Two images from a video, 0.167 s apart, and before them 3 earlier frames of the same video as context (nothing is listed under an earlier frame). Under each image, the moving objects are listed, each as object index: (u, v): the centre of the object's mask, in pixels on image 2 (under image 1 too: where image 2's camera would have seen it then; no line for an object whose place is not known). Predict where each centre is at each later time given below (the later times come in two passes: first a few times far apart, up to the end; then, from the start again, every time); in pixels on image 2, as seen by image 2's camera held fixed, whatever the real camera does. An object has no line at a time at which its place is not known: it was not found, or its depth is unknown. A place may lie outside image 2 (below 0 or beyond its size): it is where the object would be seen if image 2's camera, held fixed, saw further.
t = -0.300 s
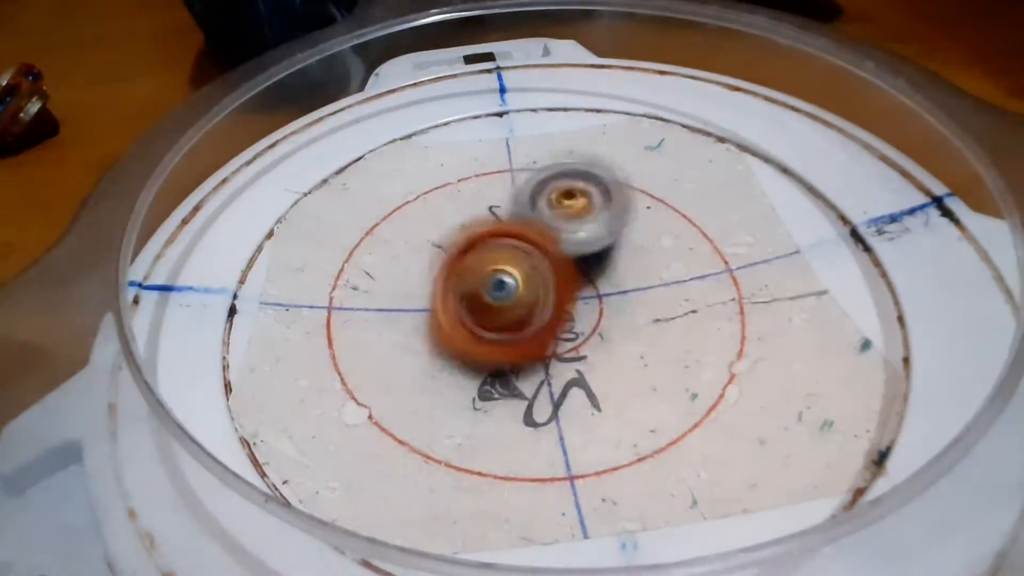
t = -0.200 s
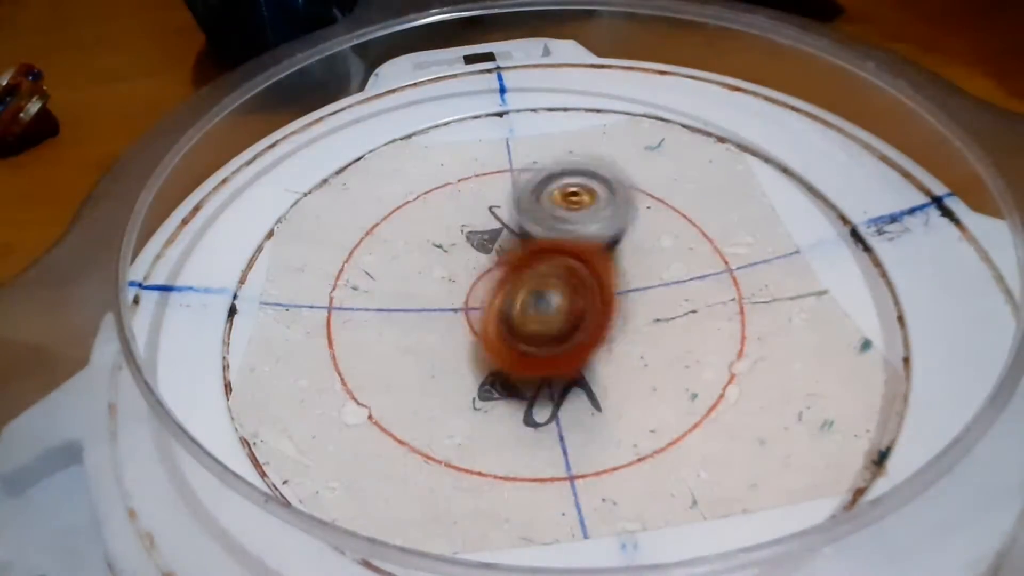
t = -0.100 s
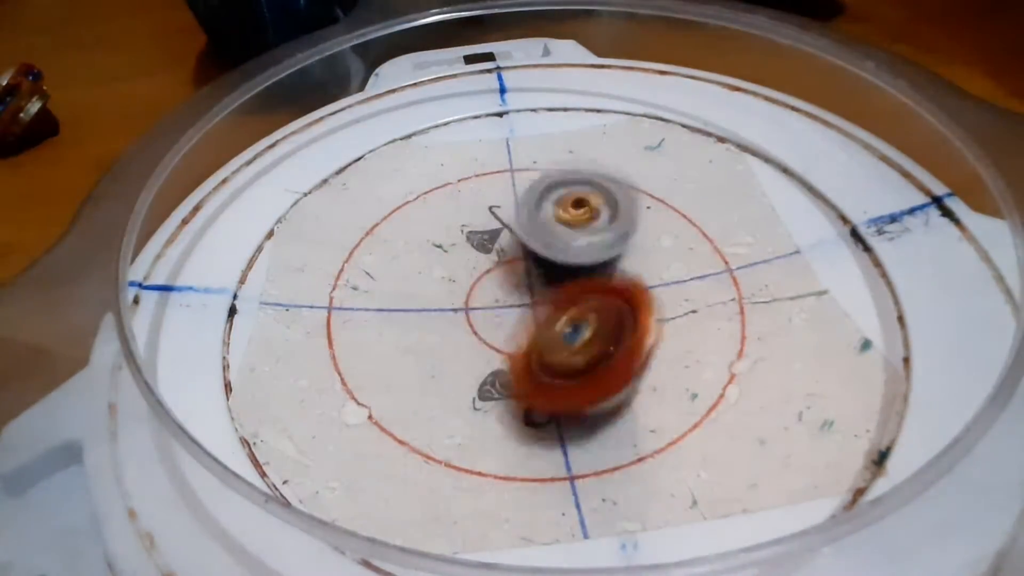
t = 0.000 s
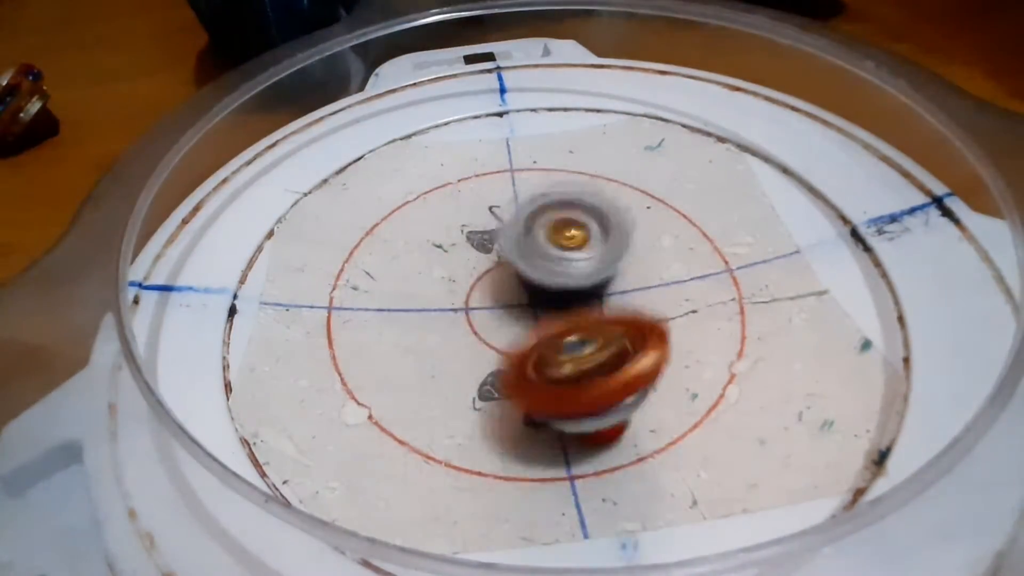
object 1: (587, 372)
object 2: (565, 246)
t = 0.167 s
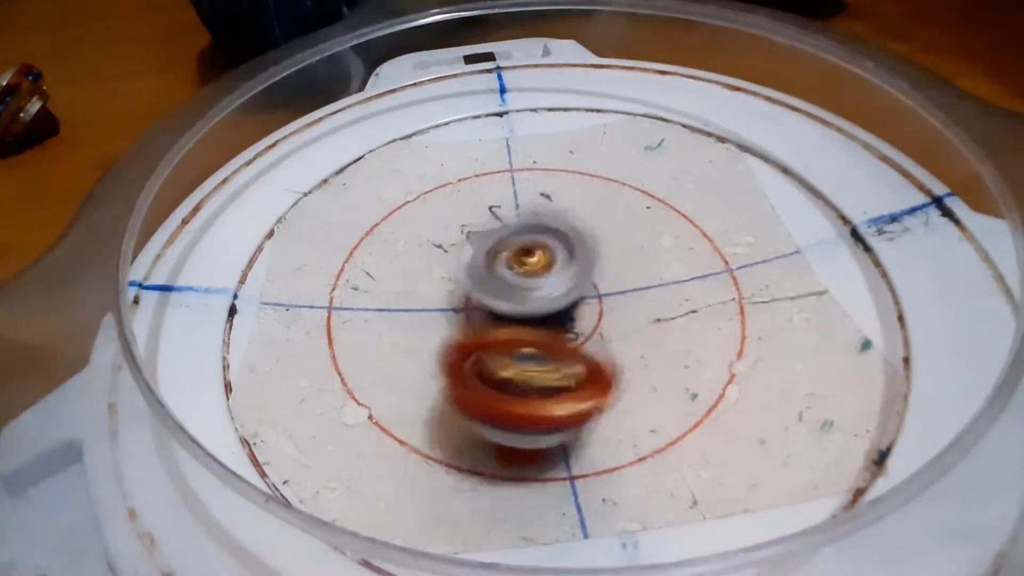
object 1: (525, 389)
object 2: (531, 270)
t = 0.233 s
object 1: (512, 384)
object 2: (518, 256)
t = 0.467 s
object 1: (517, 323)
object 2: (490, 210)
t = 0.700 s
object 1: (613, 301)
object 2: (515, 218)
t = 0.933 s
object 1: (651, 382)
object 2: (509, 224)
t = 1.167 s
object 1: (570, 353)
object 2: (525, 237)
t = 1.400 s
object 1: (581, 349)
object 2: (504, 231)
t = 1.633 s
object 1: (606, 333)
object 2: (498, 251)
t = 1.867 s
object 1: (635, 311)
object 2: (457, 303)
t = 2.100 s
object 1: (649, 296)
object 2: (480, 301)
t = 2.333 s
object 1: (622, 286)
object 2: (490, 268)
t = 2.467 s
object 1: (601, 282)
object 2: (487, 274)
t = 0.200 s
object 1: (518, 390)
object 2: (523, 265)
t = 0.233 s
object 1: (512, 384)
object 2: (518, 256)
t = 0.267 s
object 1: (502, 374)
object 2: (513, 246)
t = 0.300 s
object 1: (497, 363)
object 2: (511, 242)
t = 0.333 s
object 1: (496, 351)
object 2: (511, 236)
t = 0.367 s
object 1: (501, 344)
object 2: (504, 227)
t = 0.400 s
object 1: (508, 338)
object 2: (498, 220)
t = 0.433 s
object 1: (510, 334)
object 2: (493, 213)
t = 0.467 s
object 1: (517, 323)
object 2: (490, 210)
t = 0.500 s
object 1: (533, 315)
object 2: (490, 205)
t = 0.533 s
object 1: (545, 310)
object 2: (491, 204)
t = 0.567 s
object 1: (560, 308)
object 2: (493, 208)
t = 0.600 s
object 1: (571, 304)
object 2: (499, 207)
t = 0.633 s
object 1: (588, 299)
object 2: (503, 211)
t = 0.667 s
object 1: (604, 299)
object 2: (508, 218)
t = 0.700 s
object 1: (613, 301)
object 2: (515, 218)
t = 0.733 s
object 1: (620, 306)
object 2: (522, 227)
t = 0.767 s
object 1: (630, 315)
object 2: (526, 235)
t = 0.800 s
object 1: (644, 334)
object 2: (523, 225)
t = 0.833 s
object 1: (652, 345)
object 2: (521, 222)
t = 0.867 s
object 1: (659, 357)
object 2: (521, 227)
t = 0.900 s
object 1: (657, 370)
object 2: (516, 223)
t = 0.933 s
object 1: (651, 382)
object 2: (509, 224)
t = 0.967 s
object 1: (644, 391)
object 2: (509, 224)
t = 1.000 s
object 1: (635, 385)
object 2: (507, 226)
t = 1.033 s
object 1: (622, 396)
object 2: (508, 227)
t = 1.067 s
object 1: (606, 392)
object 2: (517, 234)
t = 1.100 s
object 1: (592, 382)
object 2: (519, 236)
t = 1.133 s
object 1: (584, 372)
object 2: (520, 241)
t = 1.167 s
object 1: (570, 353)
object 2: (525, 237)
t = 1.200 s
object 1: (574, 353)
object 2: (521, 232)
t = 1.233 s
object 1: (581, 359)
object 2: (516, 227)
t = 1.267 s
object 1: (583, 362)
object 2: (508, 224)
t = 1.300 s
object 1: (578, 363)
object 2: (504, 226)
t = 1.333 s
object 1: (577, 358)
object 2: (499, 227)
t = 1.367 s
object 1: (579, 353)
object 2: (501, 231)
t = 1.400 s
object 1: (581, 349)
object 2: (504, 231)
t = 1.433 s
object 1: (590, 348)
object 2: (509, 228)
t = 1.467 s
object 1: (602, 348)
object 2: (510, 229)
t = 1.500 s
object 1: (605, 343)
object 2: (510, 230)
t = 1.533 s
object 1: (613, 345)
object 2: (508, 237)
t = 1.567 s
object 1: (612, 340)
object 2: (507, 242)
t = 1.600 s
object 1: (607, 336)
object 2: (504, 248)
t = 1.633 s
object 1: (606, 333)
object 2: (498, 251)
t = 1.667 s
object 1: (606, 328)
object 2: (497, 260)
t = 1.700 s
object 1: (604, 323)
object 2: (493, 273)
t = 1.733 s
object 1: (608, 319)
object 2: (486, 285)
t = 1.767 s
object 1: (615, 313)
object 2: (480, 294)
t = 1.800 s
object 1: (620, 312)
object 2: (474, 301)
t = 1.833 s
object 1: (632, 313)
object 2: (465, 303)
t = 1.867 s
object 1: (635, 311)
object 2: (457, 303)
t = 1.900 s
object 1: (631, 311)
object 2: (453, 303)
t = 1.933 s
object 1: (628, 303)
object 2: (452, 303)
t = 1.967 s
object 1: (621, 300)
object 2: (454, 303)
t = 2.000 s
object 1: (632, 298)
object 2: (456, 303)
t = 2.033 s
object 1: (639, 296)
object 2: (462, 303)
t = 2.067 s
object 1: (645, 297)
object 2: (469, 303)
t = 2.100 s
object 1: (649, 296)
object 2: (480, 301)
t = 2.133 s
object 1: (637, 294)
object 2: (484, 296)
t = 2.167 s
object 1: (636, 288)
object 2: (493, 290)
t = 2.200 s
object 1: (632, 286)
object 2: (496, 283)
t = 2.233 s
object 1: (621, 282)
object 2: (496, 278)
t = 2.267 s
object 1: (624, 281)
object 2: (492, 271)
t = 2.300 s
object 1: (625, 279)
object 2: (490, 266)
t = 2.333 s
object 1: (622, 286)
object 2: (490, 268)
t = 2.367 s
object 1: (619, 291)
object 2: (489, 269)
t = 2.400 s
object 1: (614, 295)
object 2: (487, 272)
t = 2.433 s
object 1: (611, 287)
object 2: (486, 274)
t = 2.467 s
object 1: (601, 282)
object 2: (487, 274)
